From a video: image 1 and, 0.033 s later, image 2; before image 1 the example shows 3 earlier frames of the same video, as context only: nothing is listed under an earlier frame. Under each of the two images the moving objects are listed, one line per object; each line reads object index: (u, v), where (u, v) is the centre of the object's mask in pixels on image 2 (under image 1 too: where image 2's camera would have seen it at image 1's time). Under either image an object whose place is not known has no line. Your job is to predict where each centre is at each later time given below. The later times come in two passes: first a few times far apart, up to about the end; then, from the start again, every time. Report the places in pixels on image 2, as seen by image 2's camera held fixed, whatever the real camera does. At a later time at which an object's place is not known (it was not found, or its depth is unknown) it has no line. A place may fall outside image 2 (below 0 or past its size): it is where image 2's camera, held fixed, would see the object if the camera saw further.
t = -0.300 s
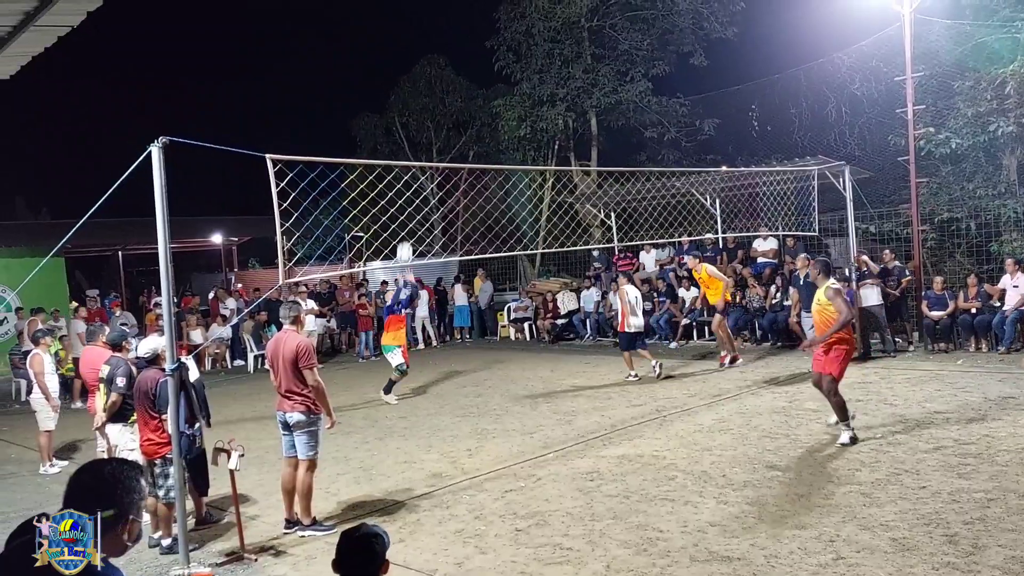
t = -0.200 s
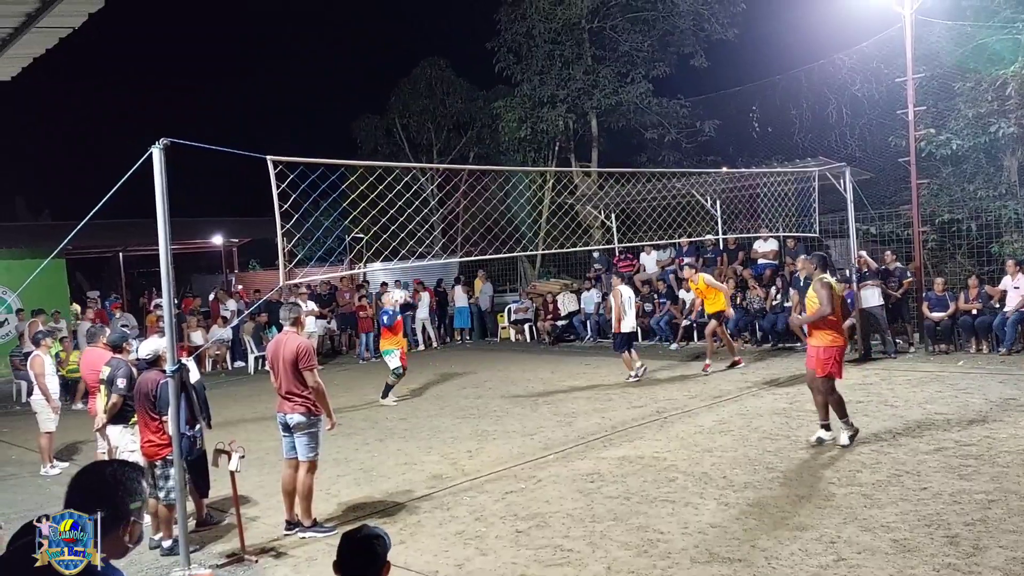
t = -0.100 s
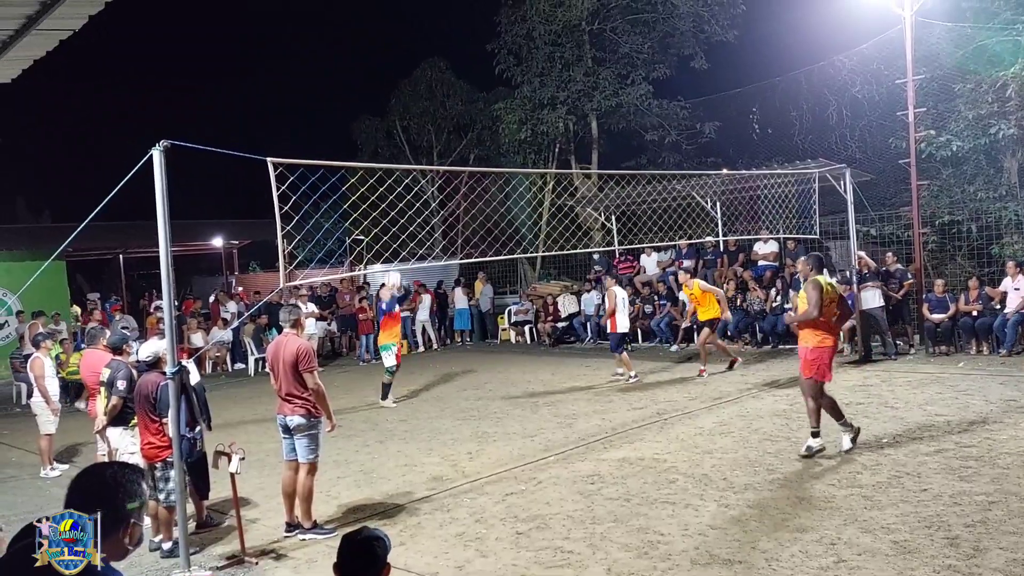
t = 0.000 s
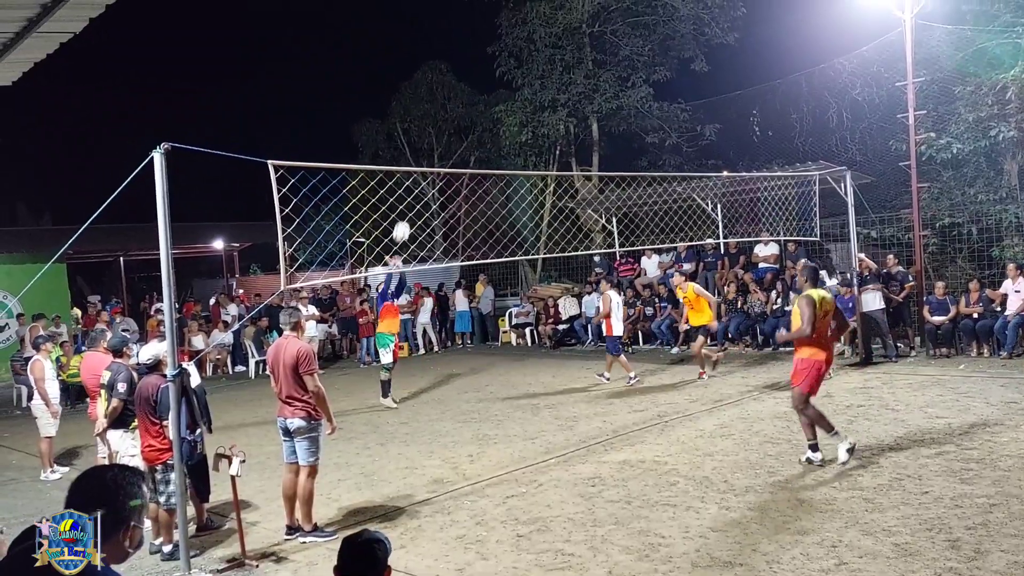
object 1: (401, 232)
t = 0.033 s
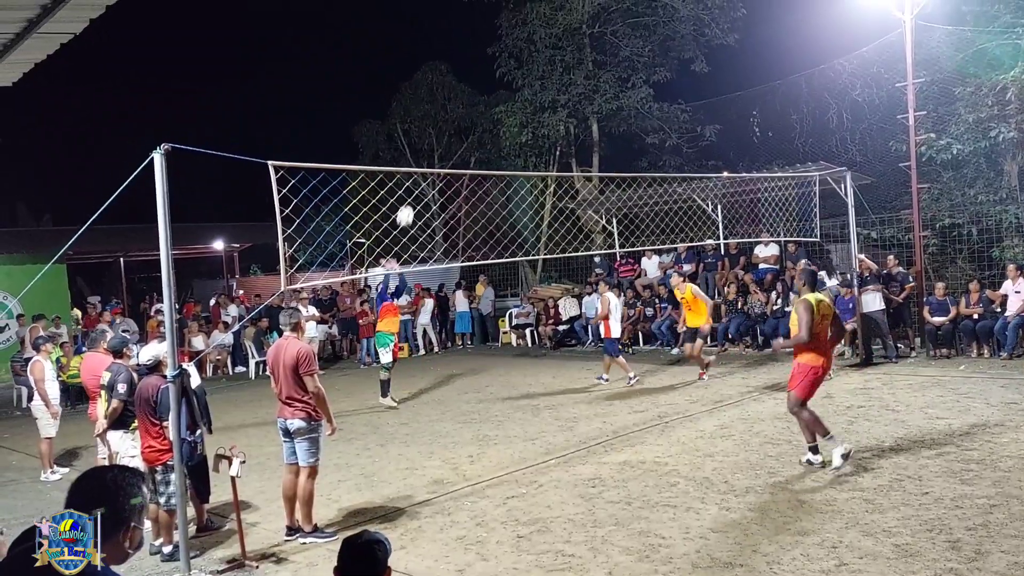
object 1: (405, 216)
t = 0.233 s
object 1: (430, 133)
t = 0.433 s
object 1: (458, 73)
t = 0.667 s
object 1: (496, 39)
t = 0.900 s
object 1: (536, 46)
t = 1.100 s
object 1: (575, 85)
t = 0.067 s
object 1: (409, 201)
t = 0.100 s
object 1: (413, 186)
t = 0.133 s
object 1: (417, 172)
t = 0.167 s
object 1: (421, 158)
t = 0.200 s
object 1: (425, 144)
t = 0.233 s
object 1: (430, 133)
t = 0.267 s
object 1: (434, 121)
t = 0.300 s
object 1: (439, 110)
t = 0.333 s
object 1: (444, 100)
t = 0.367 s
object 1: (449, 90)
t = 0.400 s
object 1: (454, 81)
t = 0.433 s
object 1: (458, 73)
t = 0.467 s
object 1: (463, 66)
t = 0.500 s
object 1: (469, 60)
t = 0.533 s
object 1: (474, 54)
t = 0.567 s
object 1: (479, 49)
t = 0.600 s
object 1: (485, 45)
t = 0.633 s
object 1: (490, 41)
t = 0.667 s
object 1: (496, 39)
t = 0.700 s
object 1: (501, 37)
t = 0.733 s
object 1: (507, 36)
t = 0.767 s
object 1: (512, 37)
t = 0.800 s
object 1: (518, 37)
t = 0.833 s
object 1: (524, 39)
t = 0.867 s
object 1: (530, 42)
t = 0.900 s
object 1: (536, 46)
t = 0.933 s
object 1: (542, 50)
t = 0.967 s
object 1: (548, 55)
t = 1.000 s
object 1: (555, 61)
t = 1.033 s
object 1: (561, 68)
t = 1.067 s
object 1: (568, 76)
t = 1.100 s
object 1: (575, 85)
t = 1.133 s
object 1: (582, 95)
